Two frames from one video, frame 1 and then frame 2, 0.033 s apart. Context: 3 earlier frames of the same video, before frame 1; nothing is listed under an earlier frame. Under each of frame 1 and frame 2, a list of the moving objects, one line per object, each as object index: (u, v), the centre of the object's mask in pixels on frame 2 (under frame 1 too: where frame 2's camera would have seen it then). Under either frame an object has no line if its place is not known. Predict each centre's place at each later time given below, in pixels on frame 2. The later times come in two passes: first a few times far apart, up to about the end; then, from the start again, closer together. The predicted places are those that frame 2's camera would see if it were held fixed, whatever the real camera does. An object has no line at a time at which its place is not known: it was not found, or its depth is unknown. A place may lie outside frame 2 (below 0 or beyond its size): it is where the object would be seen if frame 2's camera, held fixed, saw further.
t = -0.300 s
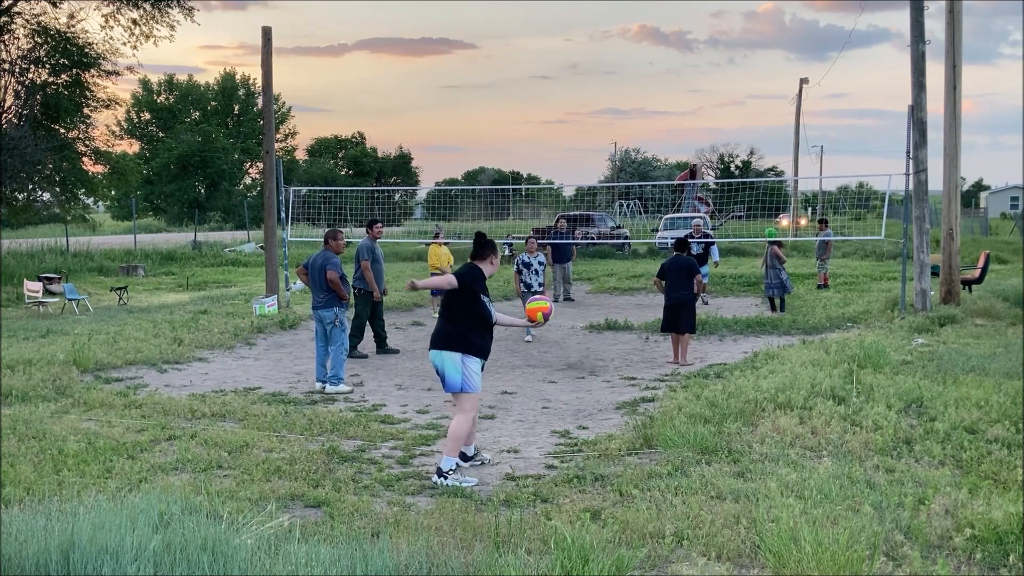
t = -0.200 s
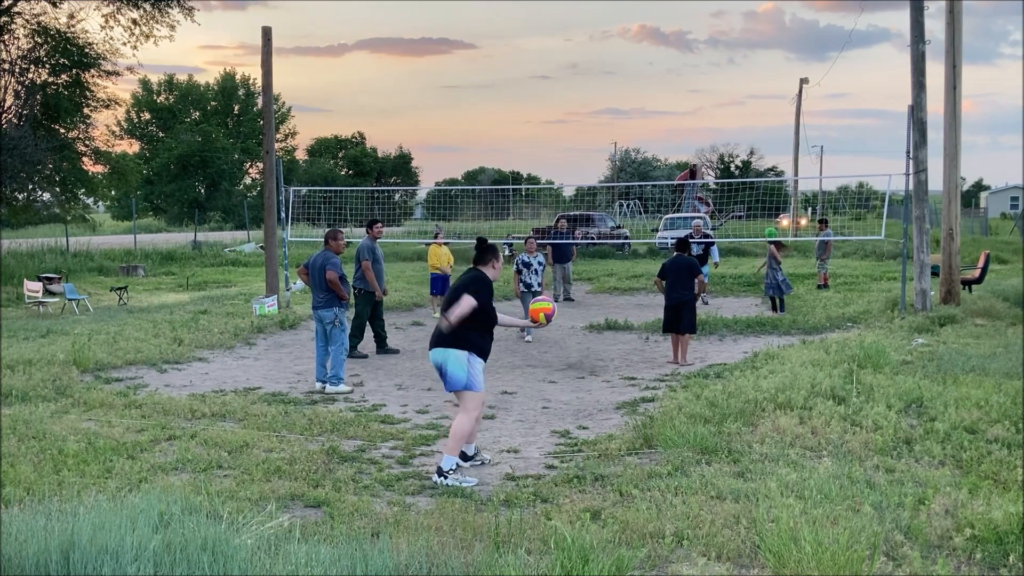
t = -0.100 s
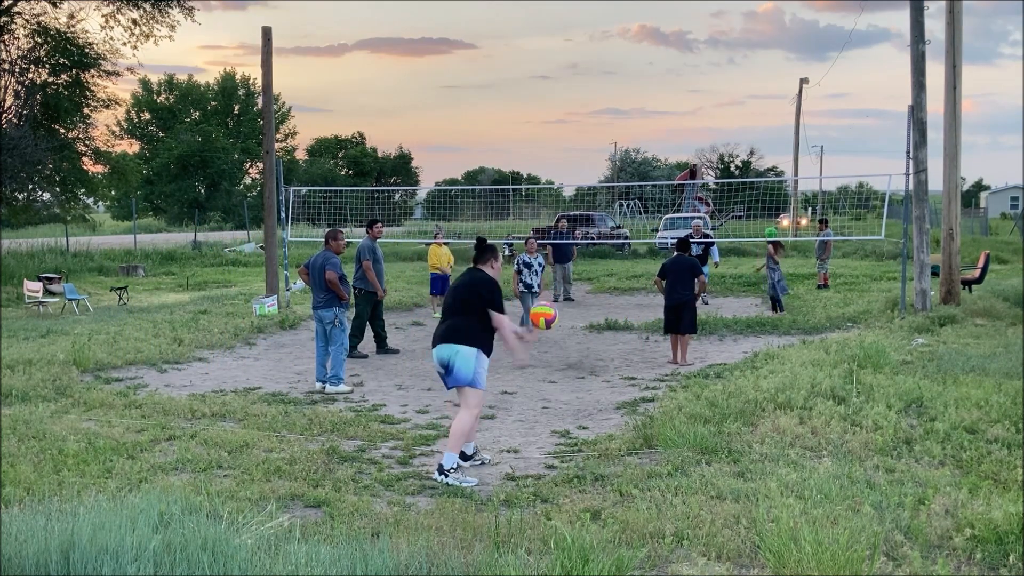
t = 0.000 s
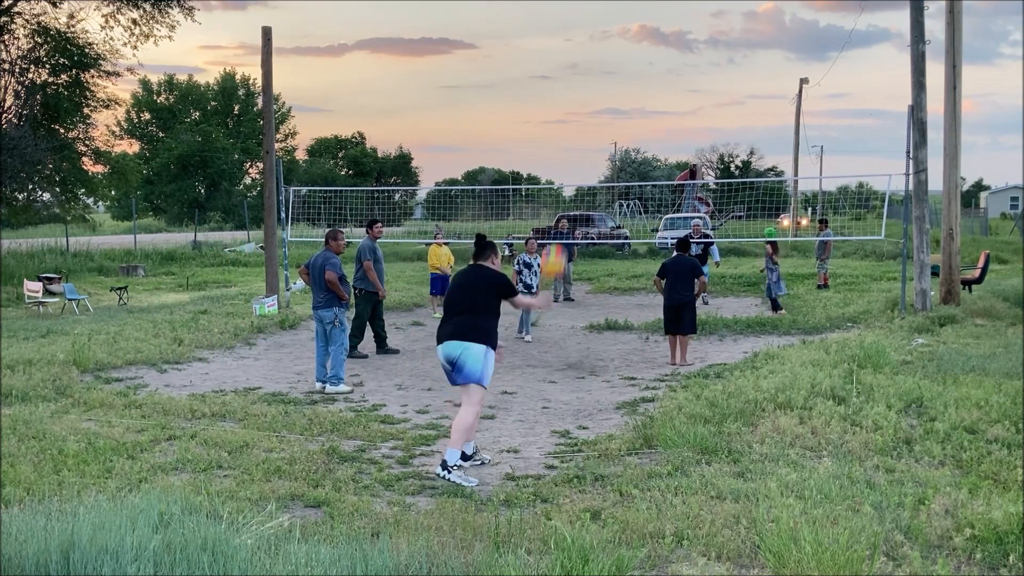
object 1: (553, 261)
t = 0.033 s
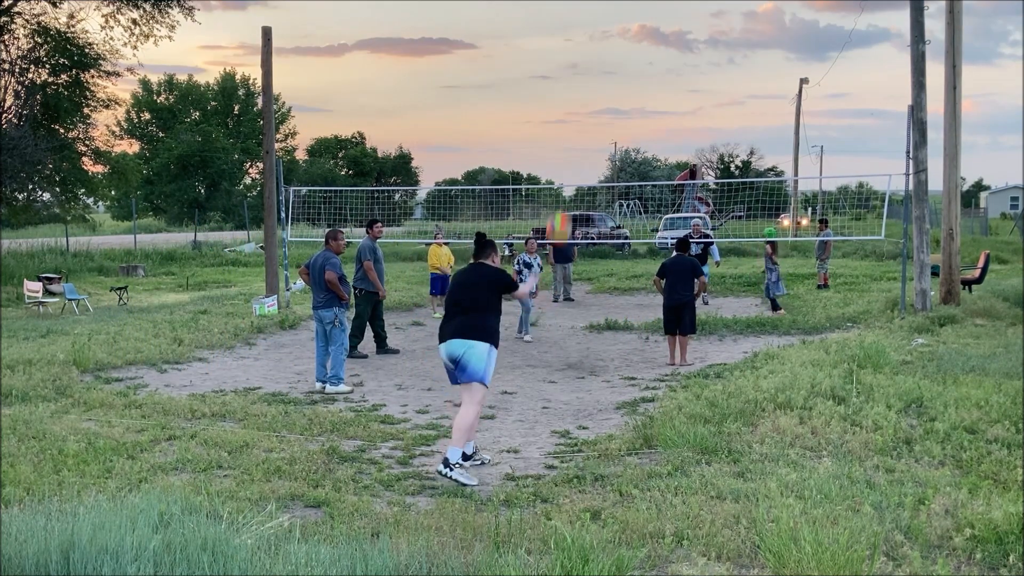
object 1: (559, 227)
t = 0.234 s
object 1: (586, 88)
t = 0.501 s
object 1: (609, 14)
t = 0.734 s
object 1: (621, 10)
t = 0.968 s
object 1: (628, 44)
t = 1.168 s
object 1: (632, 90)
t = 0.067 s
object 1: (563, 198)
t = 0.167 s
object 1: (579, 123)
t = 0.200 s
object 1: (583, 104)
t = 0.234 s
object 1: (586, 88)
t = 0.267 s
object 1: (590, 73)
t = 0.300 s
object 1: (593, 59)
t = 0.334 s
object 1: (596, 47)
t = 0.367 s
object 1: (599, 38)
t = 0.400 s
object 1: (602, 30)
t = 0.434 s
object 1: (604, 23)
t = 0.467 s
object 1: (607, 18)
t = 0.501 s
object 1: (609, 14)
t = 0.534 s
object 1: (611, 10)
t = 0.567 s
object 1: (613, 8)
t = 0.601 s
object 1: (615, 7)
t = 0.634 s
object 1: (616, 7)
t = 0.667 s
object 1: (618, 7)
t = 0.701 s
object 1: (619, 8)
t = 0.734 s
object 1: (621, 10)
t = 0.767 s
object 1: (622, 13)
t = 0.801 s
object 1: (623, 17)
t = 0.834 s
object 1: (624, 21)
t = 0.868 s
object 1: (625, 26)
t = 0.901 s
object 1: (626, 31)
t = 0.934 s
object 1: (627, 37)
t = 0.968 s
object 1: (628, 44)
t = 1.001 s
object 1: (629, 51)
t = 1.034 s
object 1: (630, 58)
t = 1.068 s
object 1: (630, 65)
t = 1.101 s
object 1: (631, 73)
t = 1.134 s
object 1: (631, 82)
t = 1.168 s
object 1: (632, 90)
